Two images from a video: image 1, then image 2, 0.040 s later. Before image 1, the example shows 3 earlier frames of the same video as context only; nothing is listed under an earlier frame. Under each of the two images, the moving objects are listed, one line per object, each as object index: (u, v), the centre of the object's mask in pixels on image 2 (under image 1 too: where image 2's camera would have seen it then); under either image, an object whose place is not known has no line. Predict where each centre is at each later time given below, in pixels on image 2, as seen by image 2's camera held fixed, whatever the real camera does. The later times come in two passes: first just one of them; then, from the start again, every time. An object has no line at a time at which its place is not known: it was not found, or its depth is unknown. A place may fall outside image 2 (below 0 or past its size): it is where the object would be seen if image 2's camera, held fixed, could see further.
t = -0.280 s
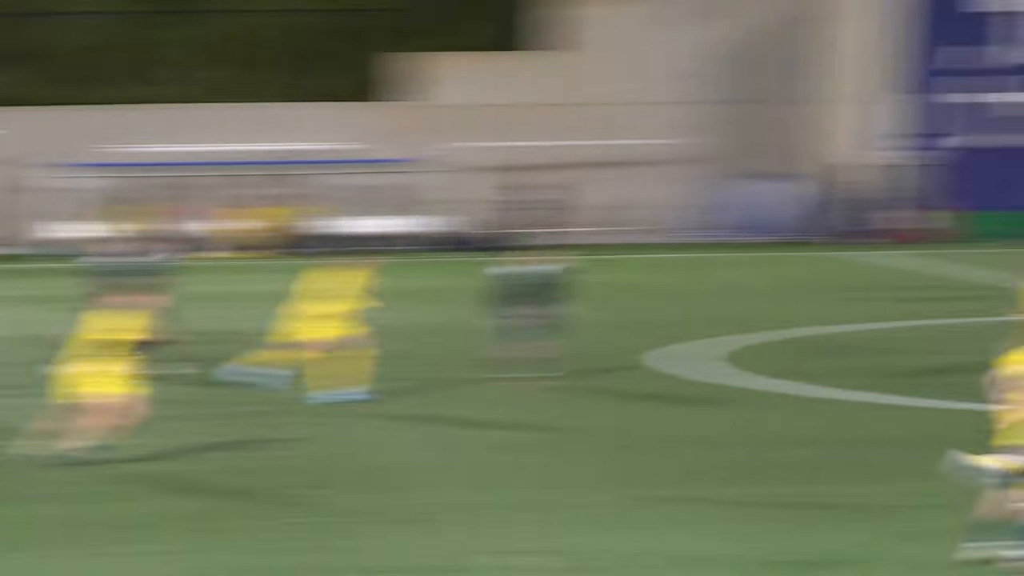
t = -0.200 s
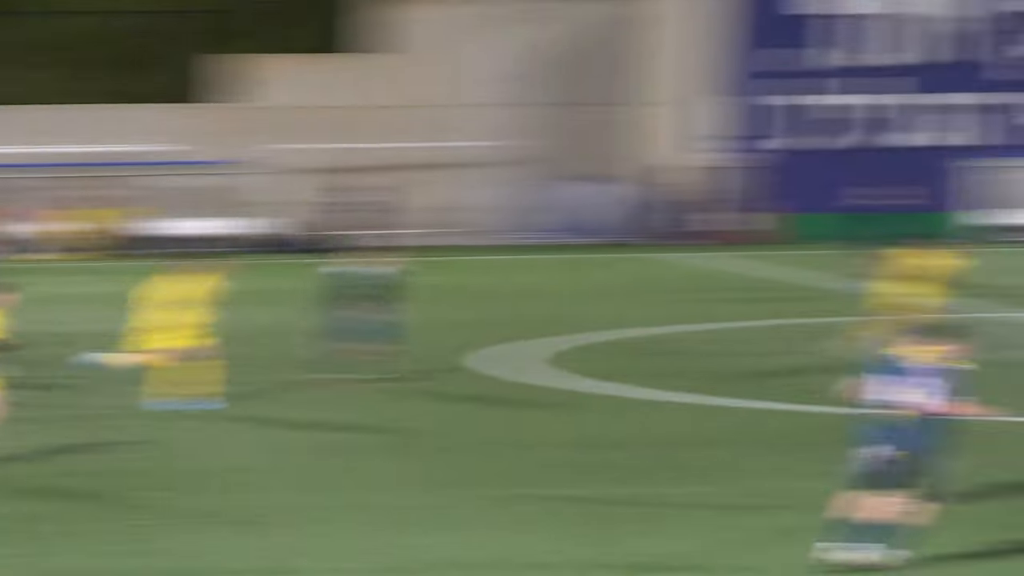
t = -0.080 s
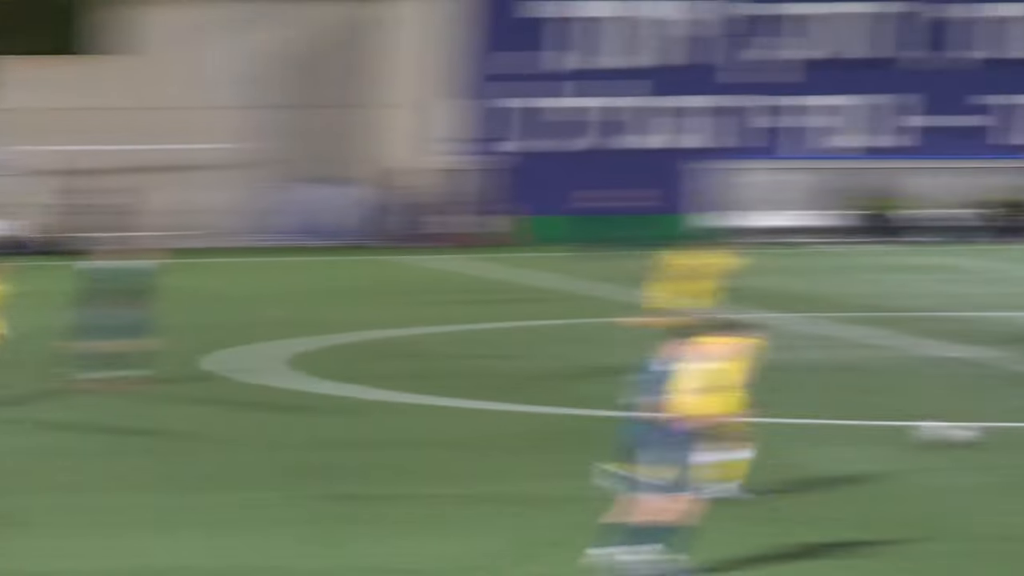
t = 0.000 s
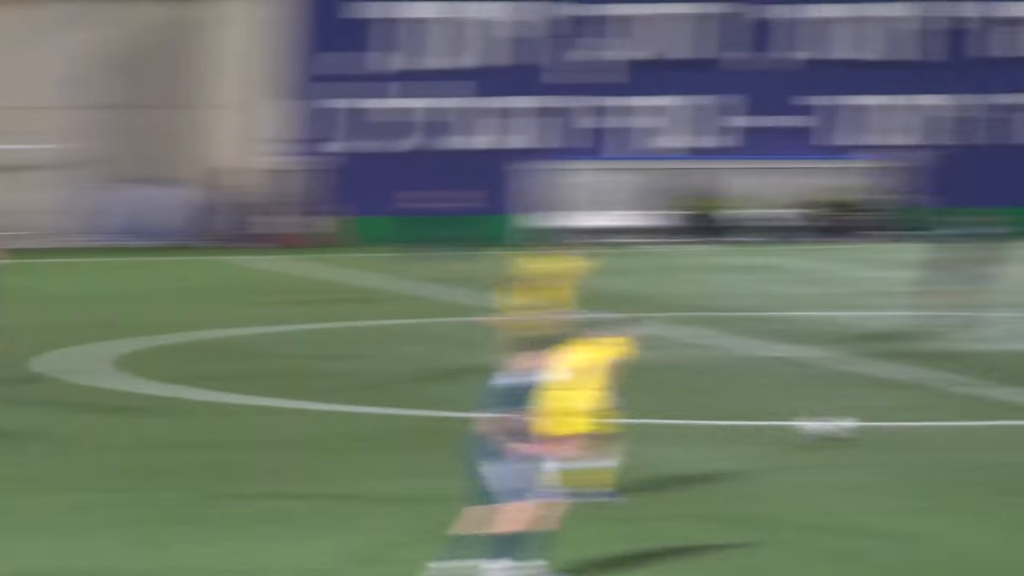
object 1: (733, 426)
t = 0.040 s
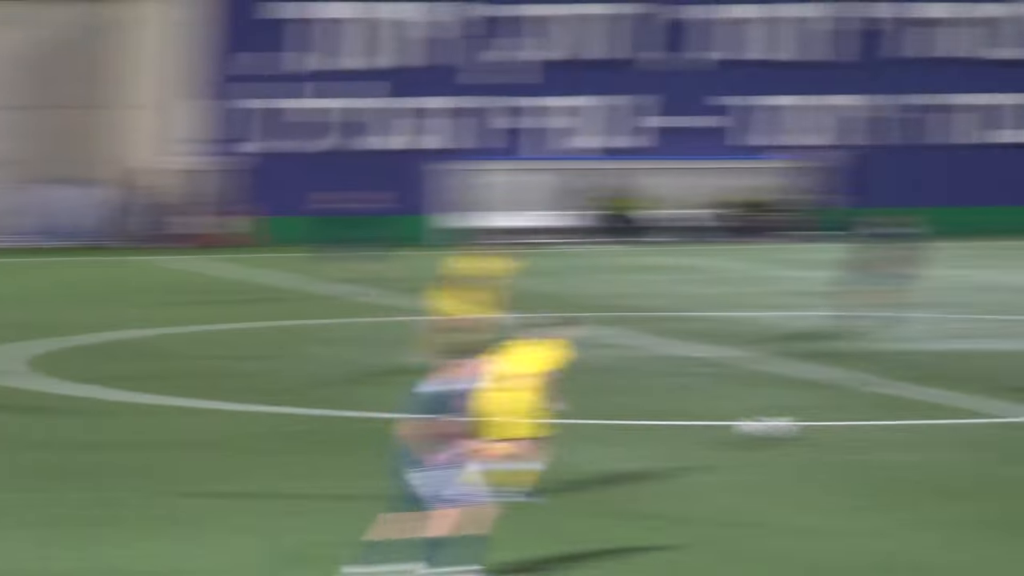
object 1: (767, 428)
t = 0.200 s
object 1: (871, 435)
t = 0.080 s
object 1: (798, 431)
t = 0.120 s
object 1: (827, 437)
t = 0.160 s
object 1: (856, 435)
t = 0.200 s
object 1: (871, 435)
